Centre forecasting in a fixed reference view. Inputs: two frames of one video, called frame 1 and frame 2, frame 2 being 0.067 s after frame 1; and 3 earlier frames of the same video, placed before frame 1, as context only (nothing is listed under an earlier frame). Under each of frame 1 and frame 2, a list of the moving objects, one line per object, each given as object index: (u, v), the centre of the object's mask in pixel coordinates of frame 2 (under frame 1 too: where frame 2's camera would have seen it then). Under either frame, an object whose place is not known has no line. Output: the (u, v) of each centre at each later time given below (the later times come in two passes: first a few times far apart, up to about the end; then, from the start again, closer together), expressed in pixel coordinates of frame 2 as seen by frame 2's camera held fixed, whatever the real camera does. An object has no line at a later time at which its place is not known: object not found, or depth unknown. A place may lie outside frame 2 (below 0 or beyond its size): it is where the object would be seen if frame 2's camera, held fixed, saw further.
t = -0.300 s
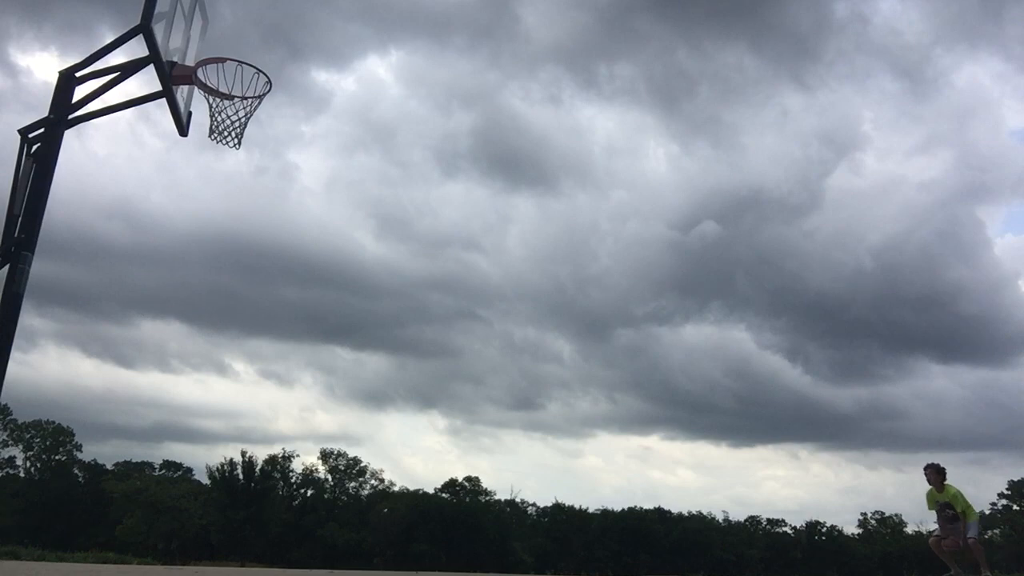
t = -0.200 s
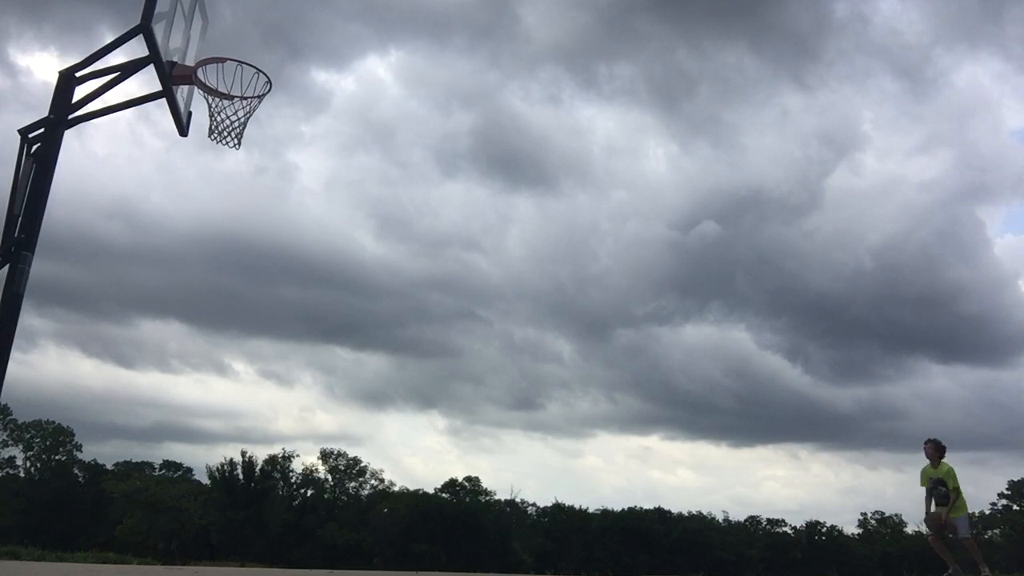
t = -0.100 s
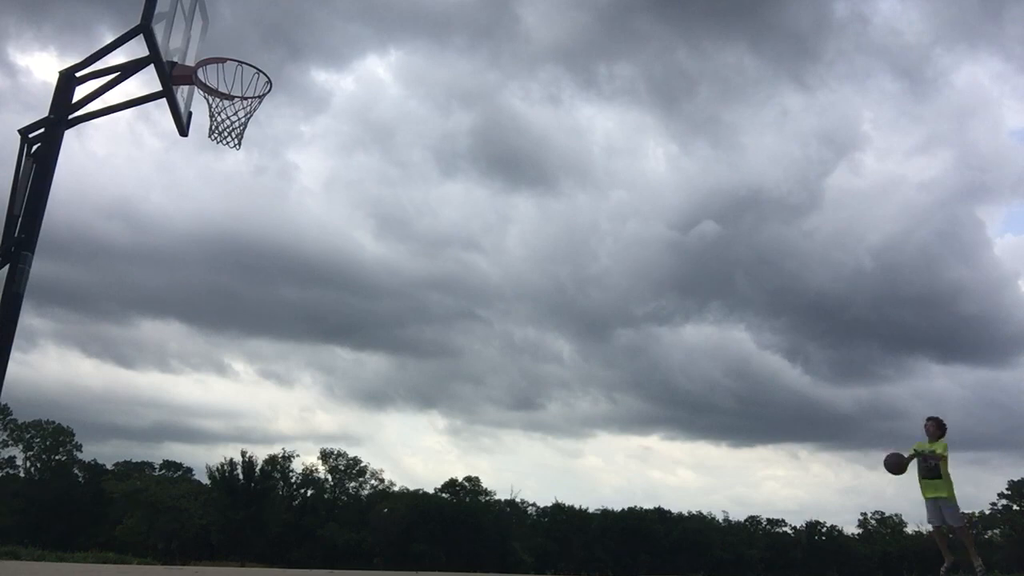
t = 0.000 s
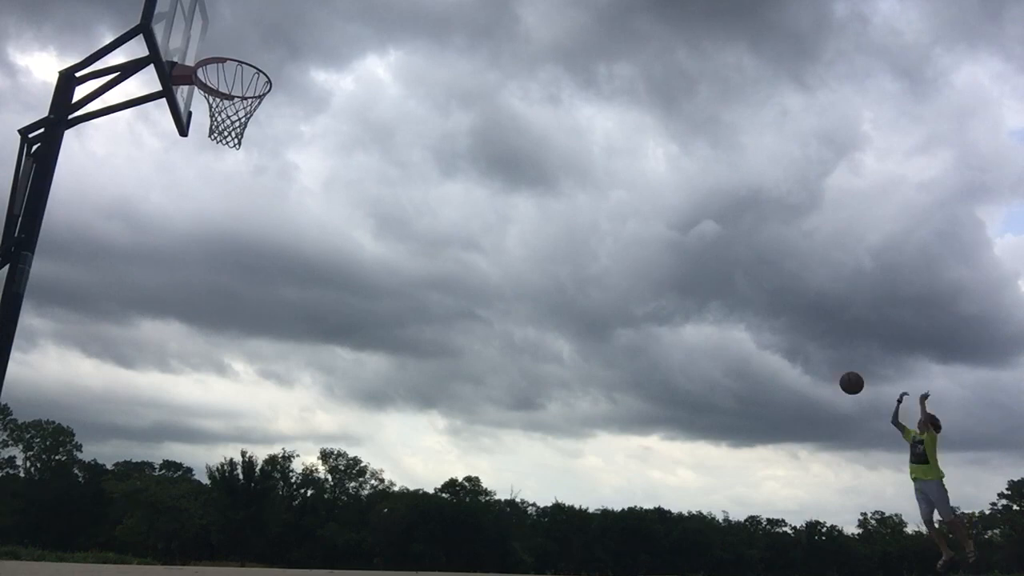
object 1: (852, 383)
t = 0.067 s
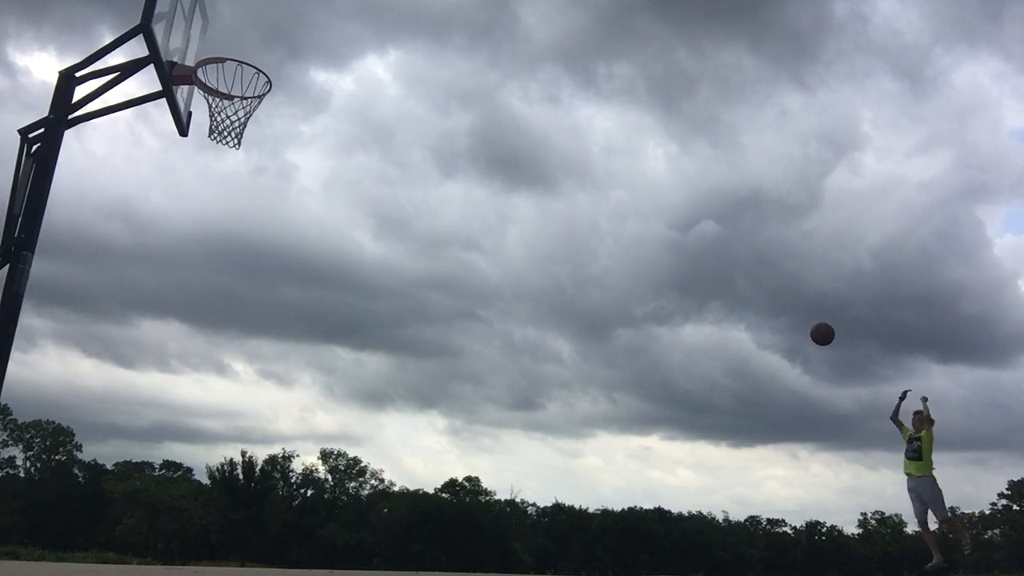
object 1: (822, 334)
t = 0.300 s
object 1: (718, 190)
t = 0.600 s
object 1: (568, 66)
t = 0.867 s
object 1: (404, 17)
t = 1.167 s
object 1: (217, 56)
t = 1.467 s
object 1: (227, 161)
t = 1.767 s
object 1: (179, 327)
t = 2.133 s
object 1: (131, 424)
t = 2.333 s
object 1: (119, 318)
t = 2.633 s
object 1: (88, 281)
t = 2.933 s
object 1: (37, 373)
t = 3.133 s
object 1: (9, 511)
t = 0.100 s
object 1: (807, 311)
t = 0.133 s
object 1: (793, 288)
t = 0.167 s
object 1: (778, 267)
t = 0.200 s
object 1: (763, 246)
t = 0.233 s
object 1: (748, 226)
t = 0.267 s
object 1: (733, 208)
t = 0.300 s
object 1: (718, 190)
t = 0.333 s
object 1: (702, 173)
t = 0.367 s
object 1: (686, 157)
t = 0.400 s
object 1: (671, 141)
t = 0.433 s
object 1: (654, 127)
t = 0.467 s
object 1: (637, 113)
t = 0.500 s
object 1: (621, 100)
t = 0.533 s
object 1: (604, 88)
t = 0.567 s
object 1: (586, 76)
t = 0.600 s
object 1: (568, 66)
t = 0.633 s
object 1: (550, 56)
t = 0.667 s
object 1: (531, 48)
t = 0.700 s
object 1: (511, 40)
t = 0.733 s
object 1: (491, 34)
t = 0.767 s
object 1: (470, 28)
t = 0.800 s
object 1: (449, 23)
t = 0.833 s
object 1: (427, 20)
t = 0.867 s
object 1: (404, 17)
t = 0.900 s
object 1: (380, 16)
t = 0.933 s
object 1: (355, 16)
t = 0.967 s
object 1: (330, 18)
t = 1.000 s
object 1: (303, 20)
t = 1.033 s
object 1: (275, 25)
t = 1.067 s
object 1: (246, 31)
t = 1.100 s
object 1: (215, 39)
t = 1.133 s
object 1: (200, 46)
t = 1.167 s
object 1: (217, 56)
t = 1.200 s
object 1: (233, 73)
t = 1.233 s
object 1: (247, 88)
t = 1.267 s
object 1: (246, 102)
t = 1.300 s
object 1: (244, 113)
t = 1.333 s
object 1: (242, 122)
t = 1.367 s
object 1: (239, 131)
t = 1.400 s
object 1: (235, 140)
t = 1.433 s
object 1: (231, 150)
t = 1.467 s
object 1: (227, 161)
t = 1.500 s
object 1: (223, 172)
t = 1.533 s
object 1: (218, 186)
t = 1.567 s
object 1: (213, 201)
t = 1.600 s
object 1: (208, 218)
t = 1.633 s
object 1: (202, 236)
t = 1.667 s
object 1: (197, 256)
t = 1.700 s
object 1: (191, 278)
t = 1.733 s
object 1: (185, 302)
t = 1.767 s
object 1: (179, 327)
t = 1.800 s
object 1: (173, 354)
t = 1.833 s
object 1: (166, 383)
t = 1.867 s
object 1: (160, 414)
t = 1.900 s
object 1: (154, 446)
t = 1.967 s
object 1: (139, 520)
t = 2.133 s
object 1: (131, 424)
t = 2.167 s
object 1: (129, 401)
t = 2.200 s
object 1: (127, 381)
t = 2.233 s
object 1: (125, 362)
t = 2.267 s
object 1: (123, 345)
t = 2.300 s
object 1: (121, 331)
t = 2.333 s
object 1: (119, 318)
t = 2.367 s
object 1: (116, 308)
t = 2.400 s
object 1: (114, 299)
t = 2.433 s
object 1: (111, 292)
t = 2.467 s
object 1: (108, 286)
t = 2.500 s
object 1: (105, 282)
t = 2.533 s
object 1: (101, 280)
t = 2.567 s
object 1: (97, 278)
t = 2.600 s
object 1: (92, 279)
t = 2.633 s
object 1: (88, 281)
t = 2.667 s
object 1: (84, 285)
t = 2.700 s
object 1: (79, 291)
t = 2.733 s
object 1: (74, 298)
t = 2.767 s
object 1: (69, 306)
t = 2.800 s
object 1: (63, 317)
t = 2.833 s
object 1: (57, 328)
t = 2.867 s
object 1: (51, 342)
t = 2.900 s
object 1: (44, 356)
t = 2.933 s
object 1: (37, 373)
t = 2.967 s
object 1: (31, 392)
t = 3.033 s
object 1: (16, 434)
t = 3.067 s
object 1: (10, 457)
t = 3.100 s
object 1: (13, 482)
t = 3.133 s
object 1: (9, 511)
